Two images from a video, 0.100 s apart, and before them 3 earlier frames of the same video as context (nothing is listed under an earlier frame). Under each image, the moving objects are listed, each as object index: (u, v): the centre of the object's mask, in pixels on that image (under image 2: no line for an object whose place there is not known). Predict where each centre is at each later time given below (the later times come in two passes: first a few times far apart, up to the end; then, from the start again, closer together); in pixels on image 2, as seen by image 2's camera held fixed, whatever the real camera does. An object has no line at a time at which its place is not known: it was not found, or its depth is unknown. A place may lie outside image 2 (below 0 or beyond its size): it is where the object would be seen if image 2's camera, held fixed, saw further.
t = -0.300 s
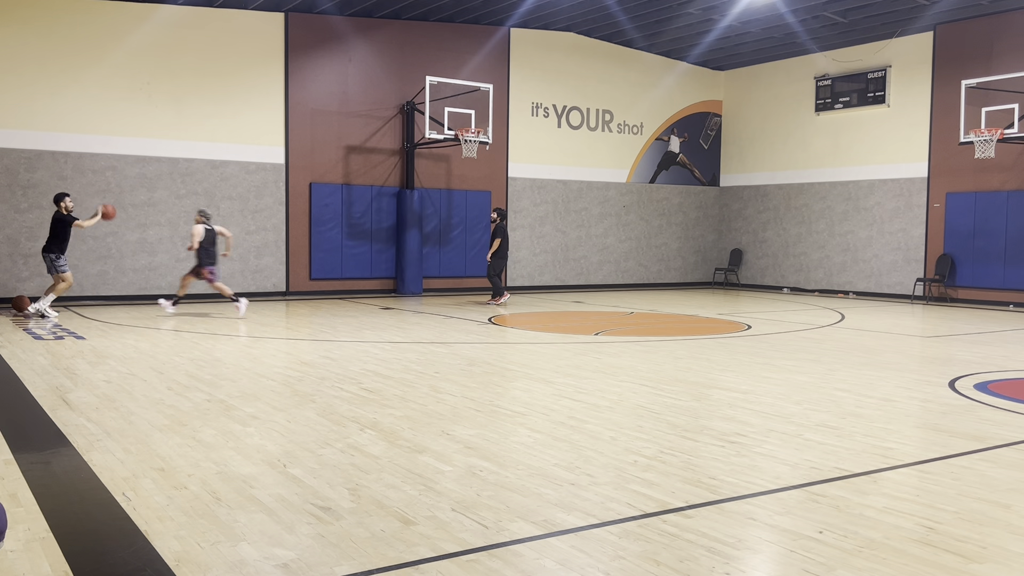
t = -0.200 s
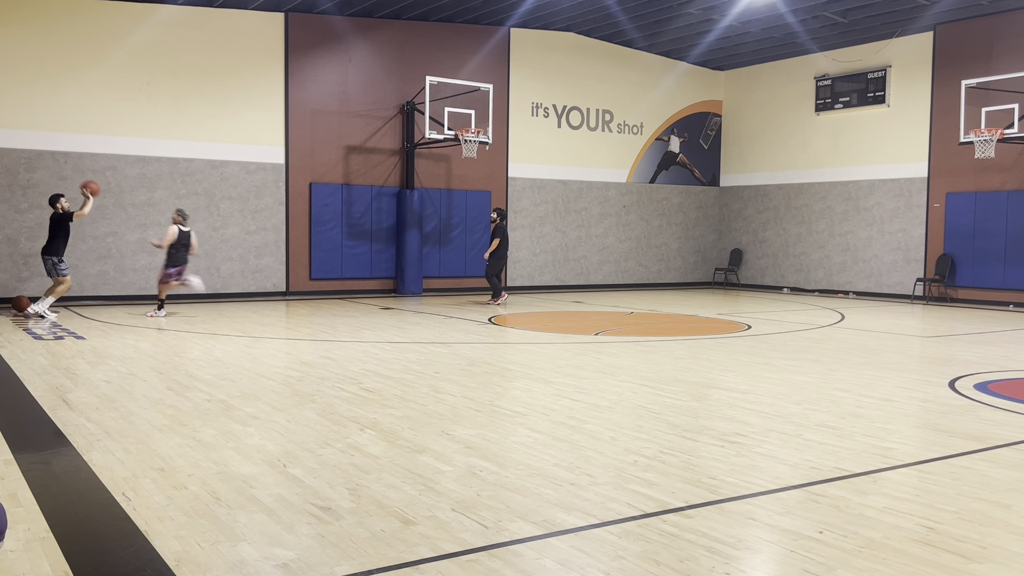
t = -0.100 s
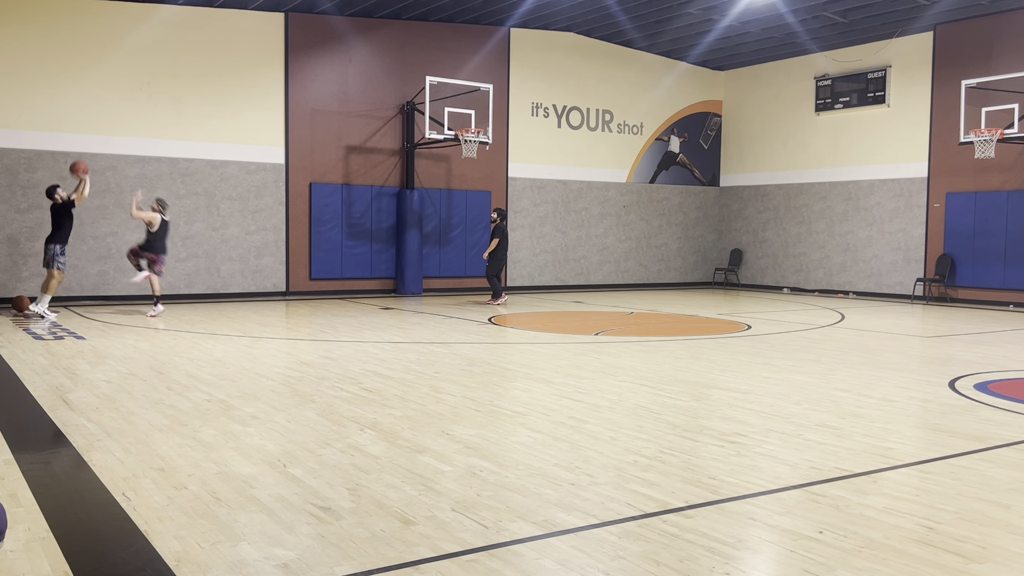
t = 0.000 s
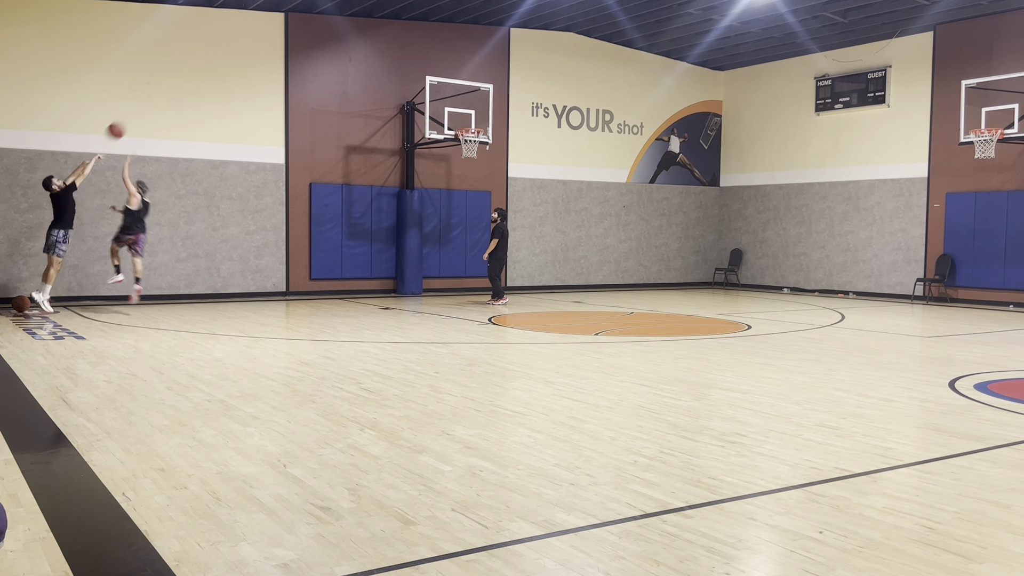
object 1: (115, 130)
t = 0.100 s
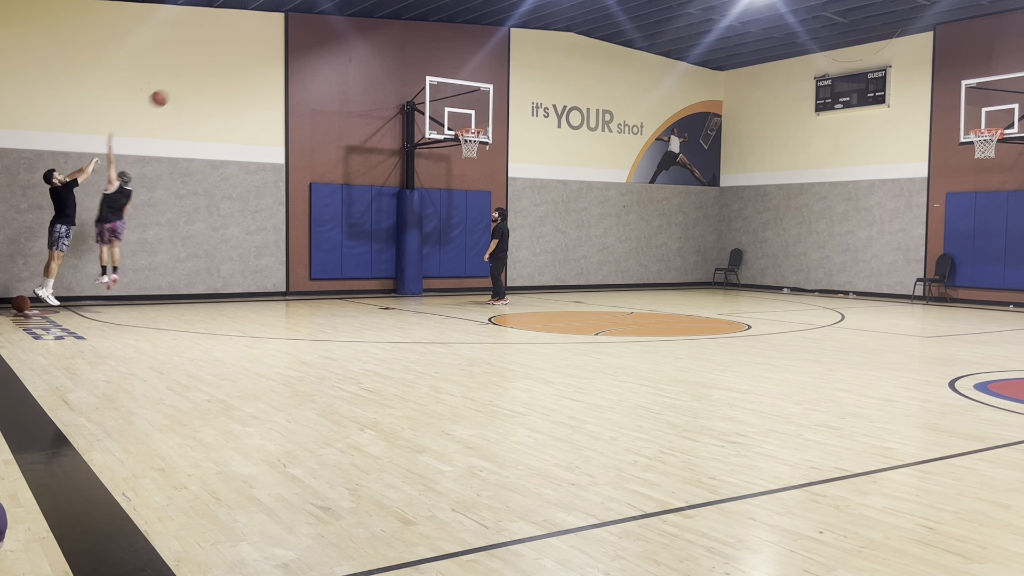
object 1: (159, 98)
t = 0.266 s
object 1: (227, 62)
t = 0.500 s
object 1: (314, 47)
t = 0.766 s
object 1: (401, 68)
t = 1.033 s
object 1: (474, 122)
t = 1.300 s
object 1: (508, 124)
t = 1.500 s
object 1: (532, 150)
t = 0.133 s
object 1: (173, 89)
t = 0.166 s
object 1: (186, 81)
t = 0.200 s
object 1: (200, 74)
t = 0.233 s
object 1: (214, 68)
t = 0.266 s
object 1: (227, 62)
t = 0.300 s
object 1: (240, 58)
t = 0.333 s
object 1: (252, 54)
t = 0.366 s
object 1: (265, 51)
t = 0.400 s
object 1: (277, 48)
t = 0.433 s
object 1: (290, 47)
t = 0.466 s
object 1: (301, 47)
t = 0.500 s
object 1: (314, 47)
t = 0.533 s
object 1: (325, 47)
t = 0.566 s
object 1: (337, 48)
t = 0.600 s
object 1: (347, 49)
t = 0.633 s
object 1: (359, 52)
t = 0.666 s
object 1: (370, 55)
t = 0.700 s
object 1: (380, 59)
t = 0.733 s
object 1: (391, 63)
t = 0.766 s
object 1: (401, 68)
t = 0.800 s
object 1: (411, 73)
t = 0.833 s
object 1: (420, 78)
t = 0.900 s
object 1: (439, 92)
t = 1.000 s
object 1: (466, 118)
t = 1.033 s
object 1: (474, 122)
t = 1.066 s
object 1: (479, 121)
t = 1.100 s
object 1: (482, 119)
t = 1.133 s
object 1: (487, 119)
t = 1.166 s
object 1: (491, 119)
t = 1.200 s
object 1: (496, 119)
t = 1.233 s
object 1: (500, 120)
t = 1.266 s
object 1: (504, 122)
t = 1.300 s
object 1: (508, 124)
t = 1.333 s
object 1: (512, 127)
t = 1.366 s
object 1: (516, 131)
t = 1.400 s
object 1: (520, 135)
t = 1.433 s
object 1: (524, 139)
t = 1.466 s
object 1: (528, 144)
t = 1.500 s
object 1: (532, 150)
